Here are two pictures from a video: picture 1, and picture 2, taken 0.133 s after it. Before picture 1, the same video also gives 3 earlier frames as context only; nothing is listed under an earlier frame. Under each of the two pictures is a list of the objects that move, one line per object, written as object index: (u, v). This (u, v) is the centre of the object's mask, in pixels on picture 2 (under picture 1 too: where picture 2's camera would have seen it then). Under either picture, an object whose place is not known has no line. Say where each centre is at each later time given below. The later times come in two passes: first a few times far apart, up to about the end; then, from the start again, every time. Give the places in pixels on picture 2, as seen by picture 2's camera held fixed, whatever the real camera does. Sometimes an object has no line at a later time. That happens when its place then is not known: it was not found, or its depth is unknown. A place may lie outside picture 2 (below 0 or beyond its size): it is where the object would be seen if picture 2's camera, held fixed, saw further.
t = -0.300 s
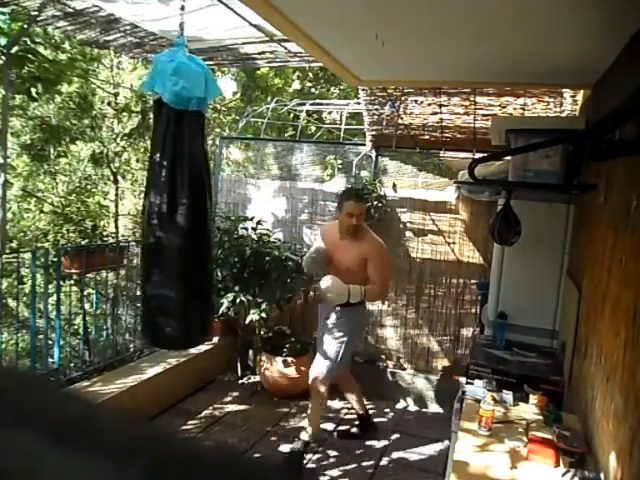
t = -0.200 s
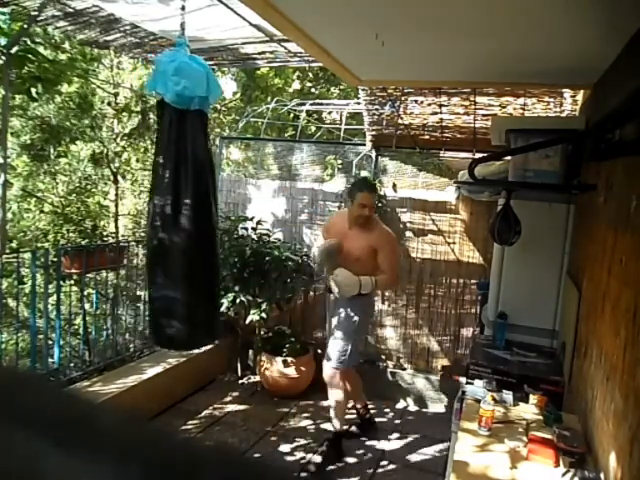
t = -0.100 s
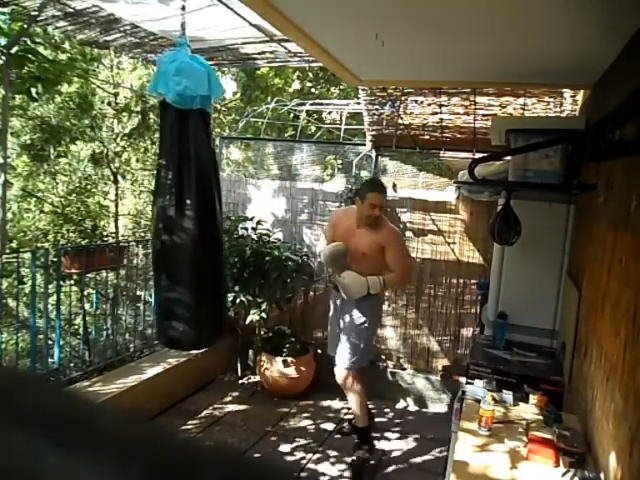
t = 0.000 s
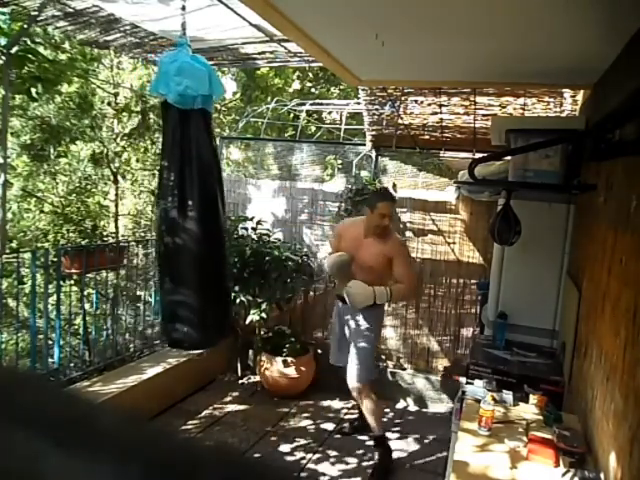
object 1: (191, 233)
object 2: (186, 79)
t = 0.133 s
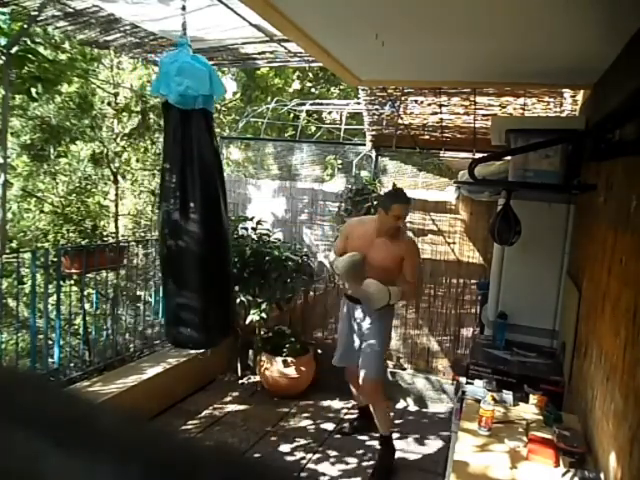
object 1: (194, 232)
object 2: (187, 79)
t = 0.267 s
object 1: (194, 232)
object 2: (187, 79)
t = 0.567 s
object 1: (185, 232)
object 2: (185, 80)
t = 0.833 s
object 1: (168, 230)
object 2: (178, 80)
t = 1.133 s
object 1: (153, 227)
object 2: (174, 80)
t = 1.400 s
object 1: (149, 226)
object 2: (173, 79)
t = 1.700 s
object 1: (158, 227)
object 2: (175, 78)
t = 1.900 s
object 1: (169, 228)
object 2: (180, 78)
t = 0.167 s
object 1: (194, 232)
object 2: (187, 79)
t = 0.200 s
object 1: (194, 232)
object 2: (187, 79)
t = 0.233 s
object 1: (194, 232)
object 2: (187, 79)
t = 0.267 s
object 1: (194, 232)
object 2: (187, 79)
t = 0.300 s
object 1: (194, 233)
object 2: (187, 79)
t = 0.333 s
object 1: (194, 233)
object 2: (187, 79)
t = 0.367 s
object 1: (193, 233)
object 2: (187, 79)
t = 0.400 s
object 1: (192, 232)
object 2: (187, 80)
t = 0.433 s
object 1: (191, 233)
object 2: (187, 80)
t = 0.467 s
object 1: (190, 232)
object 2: (186, 80)
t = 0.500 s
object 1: (189, 232)
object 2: (186, 80)
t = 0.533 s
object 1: (187, 232)
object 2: (186, 80)
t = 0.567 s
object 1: (185, 232)
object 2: (185, 80)
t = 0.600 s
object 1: (182, 231)
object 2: (183, 80)
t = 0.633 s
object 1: (180, 232)
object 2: (182, 80)
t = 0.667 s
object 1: (178, 231)
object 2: (182, 80)
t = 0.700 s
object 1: (176, 231)
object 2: (182, 80)
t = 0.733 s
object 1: (174, 231)
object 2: (181, 81)
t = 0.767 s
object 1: (172, 230)
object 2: (180, 80)
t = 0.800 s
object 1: (170, 230)
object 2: (179, 80)
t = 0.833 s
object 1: (168, 230)
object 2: (178, 80)
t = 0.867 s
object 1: (165, 230)
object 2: (178, 80)
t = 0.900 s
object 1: (164, 229)
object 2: (177, 80)
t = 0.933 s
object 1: (162, 229)
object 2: (177, 81)
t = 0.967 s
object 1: (160, 229)
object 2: (176, 80)
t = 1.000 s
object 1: (159, 228)
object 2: (175, 80)
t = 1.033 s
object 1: (157, 228)
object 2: (174, 80)
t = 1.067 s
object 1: (155, 227)
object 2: (174, 80)
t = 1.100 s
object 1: (154, 228)
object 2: (174, 80)
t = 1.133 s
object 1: (153, 227)
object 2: (174, 80)
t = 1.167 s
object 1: (152, 227)
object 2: (173, 80)
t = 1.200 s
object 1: (151, 227)
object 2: (173, 80)
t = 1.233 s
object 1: (150, 226)
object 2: (173, 80)
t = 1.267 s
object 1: (149, 226)
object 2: (173, 80)
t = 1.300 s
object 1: (149, 226)
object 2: (173, 79)
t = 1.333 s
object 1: (149, 226)
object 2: (173, 79)
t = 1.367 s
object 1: (149, 226)
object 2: (173, 79)
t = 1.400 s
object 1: (149, 226)
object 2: (173, 79)
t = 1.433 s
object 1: (149, 226)
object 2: (173, 79)
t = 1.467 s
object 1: (150, 226)
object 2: (173, 79)
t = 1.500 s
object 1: (150, 226)
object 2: (173, 79)
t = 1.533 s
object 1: (151, 226)
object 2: (173, 79)
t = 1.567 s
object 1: (152, 226)
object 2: (173, 79)
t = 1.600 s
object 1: (153, 227)
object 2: (174, 79)
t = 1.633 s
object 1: (154, 227)
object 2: (174, 79)
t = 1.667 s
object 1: (156, 227)
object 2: (175, 78)
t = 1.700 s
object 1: (158, 227)
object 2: (175, 78)
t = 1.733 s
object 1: (159, 227)
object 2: (176, 78)
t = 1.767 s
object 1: (161, 227)
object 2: (177, 78)
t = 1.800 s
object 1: (163, 228)
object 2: (178, 78)
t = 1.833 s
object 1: (165, 228)
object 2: (179, 78)
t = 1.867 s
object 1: (167, 228)
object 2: (180, 78)
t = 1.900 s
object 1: (169, 228)
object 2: (180, 78)
